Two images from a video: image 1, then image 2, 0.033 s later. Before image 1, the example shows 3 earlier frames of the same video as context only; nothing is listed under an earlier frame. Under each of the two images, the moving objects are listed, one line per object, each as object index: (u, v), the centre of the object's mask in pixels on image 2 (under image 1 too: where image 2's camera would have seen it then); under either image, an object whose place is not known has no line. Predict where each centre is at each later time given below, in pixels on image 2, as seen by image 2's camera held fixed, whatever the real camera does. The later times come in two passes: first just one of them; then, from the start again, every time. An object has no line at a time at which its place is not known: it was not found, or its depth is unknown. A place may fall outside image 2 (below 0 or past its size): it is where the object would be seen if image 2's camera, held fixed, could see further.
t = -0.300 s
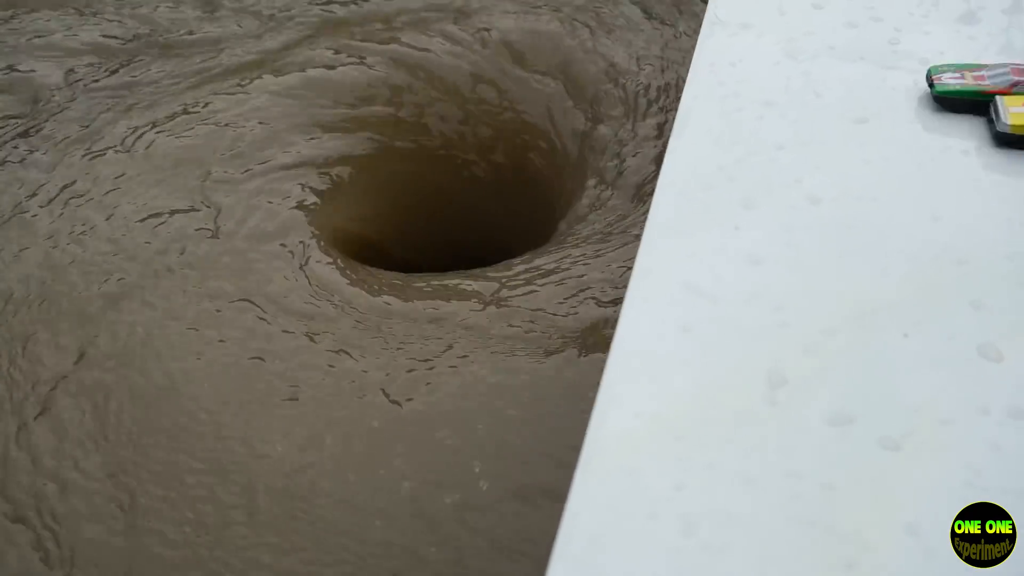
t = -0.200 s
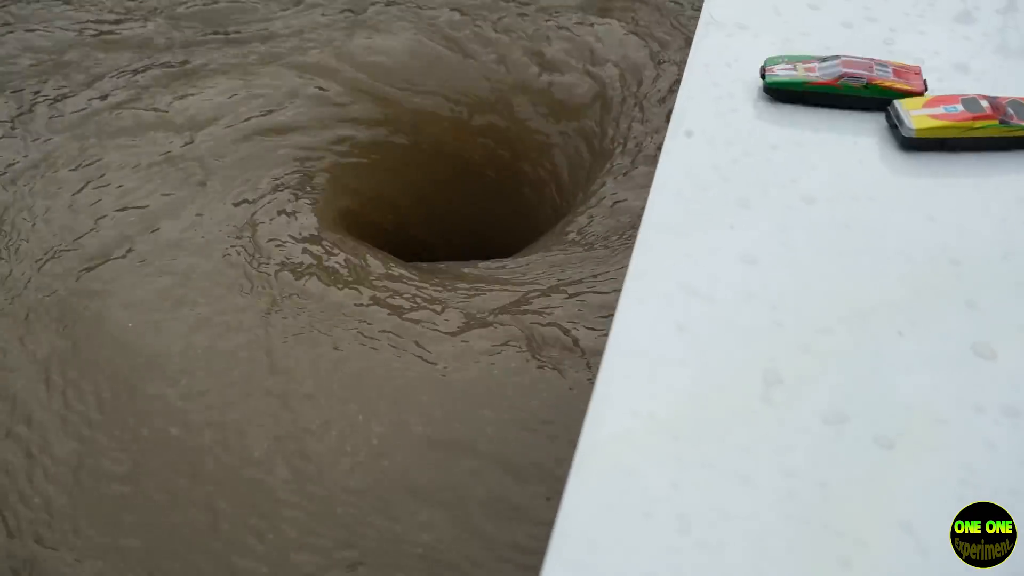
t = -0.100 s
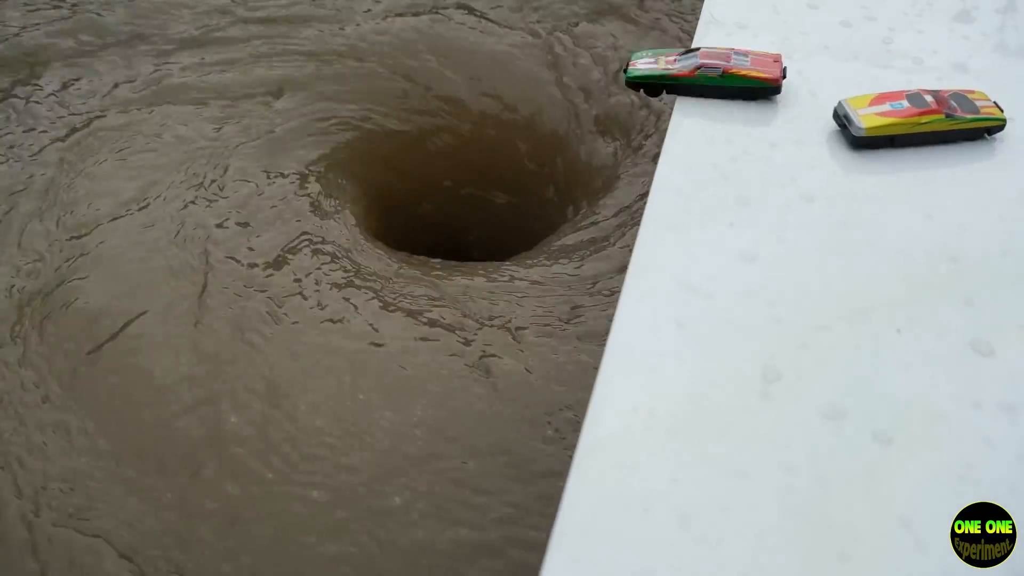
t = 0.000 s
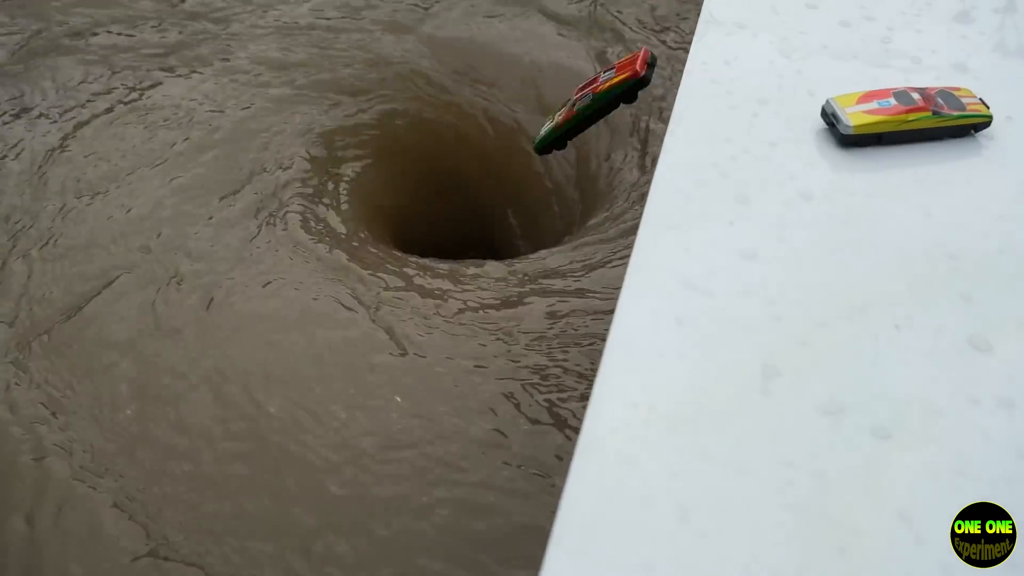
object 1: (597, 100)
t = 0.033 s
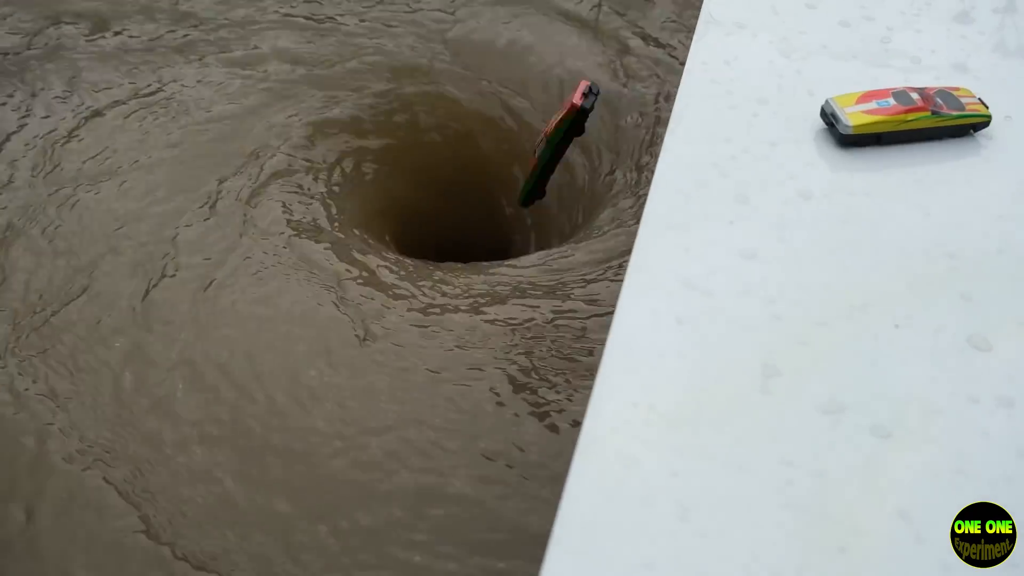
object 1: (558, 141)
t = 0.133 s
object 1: (441, 274)
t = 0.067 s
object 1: (520, 197)
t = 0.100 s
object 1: (478, 246)
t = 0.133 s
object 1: (441, 274)
